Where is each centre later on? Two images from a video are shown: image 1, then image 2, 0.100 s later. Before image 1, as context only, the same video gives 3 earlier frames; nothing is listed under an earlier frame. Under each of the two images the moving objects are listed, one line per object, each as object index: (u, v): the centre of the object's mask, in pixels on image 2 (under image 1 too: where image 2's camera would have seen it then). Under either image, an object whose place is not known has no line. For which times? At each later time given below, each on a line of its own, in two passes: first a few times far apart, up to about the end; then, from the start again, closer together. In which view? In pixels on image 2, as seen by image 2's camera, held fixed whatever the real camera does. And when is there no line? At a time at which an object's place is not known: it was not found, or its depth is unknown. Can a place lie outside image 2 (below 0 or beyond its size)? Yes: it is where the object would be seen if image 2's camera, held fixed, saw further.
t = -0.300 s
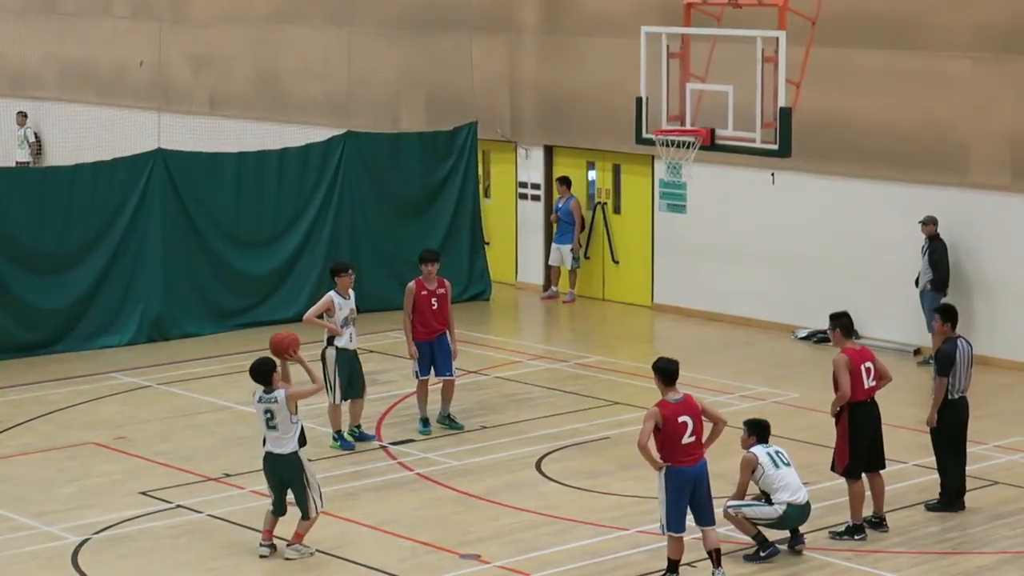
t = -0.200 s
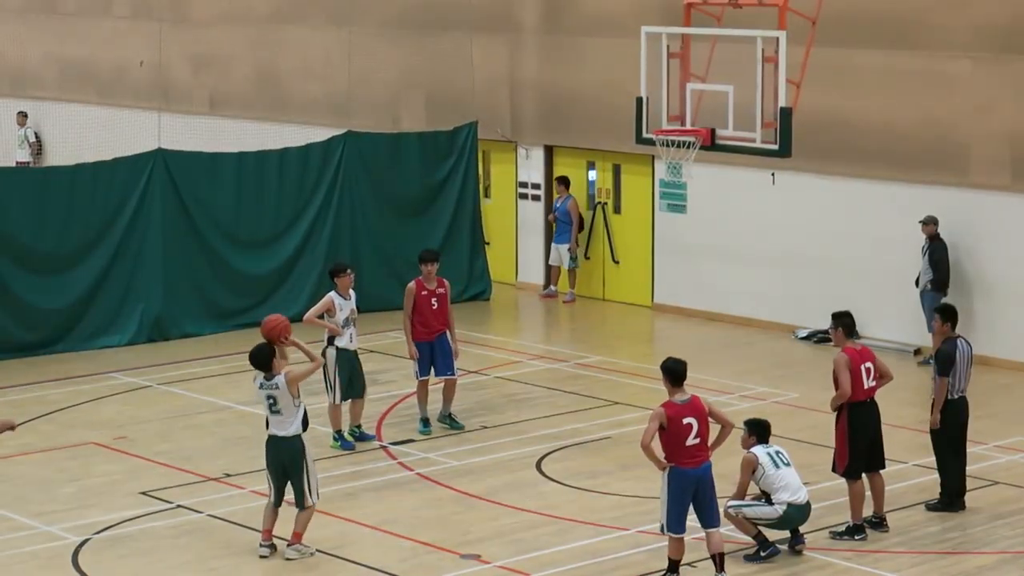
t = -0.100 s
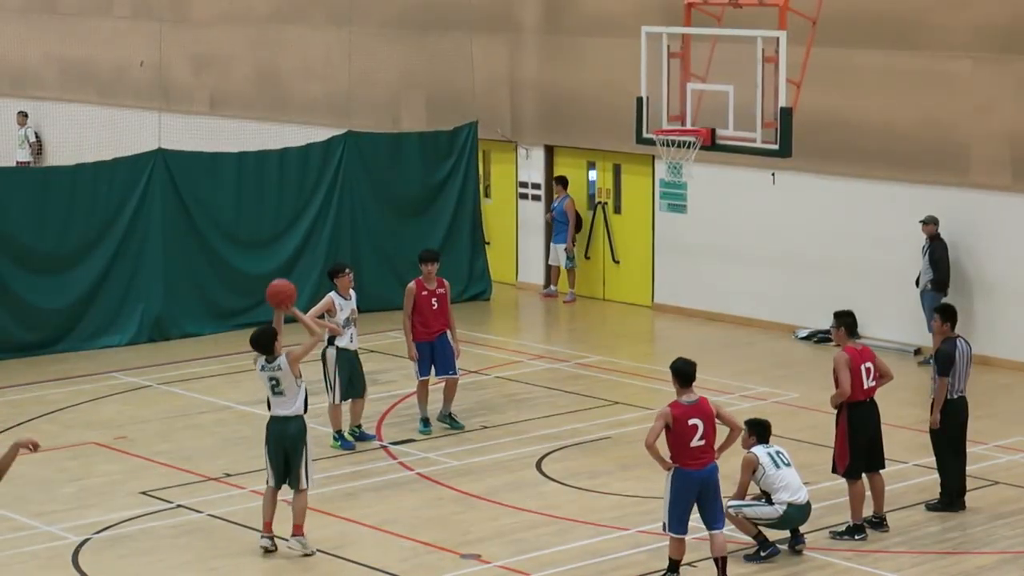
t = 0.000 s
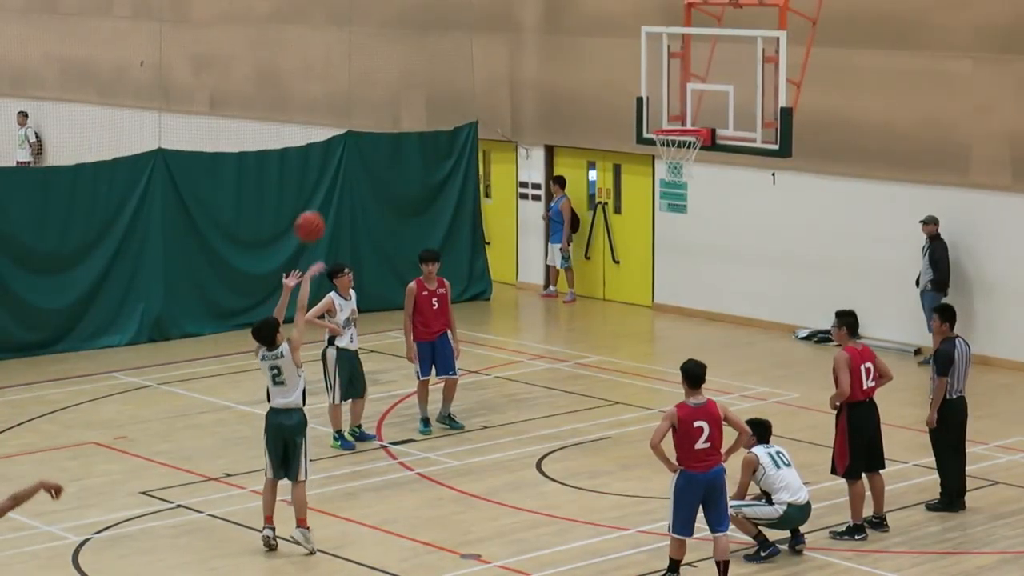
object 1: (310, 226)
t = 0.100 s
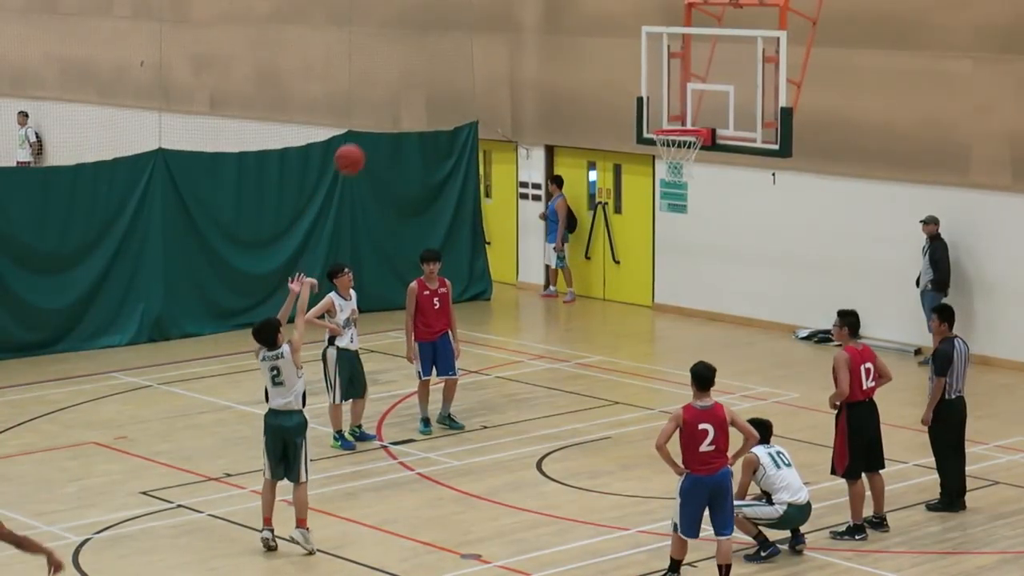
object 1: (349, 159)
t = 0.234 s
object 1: (401, 90)
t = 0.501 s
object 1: (500, 19)
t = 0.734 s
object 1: (580, 25)
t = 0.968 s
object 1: (654, 90)
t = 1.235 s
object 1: (697, 192)
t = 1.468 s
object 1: (701, 309)
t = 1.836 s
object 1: (688, 352)
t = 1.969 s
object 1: (675, 308)
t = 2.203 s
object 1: (650, 264)
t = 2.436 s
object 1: (624, 277)
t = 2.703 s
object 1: (593, 363)
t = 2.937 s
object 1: (573, 448)
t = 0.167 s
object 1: (375, 122)
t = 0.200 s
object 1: (388, 106)
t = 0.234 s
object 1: (401, 90)
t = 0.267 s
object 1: (414, 77)
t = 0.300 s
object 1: (427, 64)
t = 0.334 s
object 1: (439, 53)
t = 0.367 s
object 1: (451, 44)
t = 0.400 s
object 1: (464, 36)
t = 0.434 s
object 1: (476, 29)
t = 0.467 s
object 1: (488, 23)
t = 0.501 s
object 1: (500, 19)
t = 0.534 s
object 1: (511, 16)
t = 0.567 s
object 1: (523, 14)
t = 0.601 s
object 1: (535, 14)
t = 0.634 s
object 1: (546, 15)
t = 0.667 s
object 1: (557, 17)
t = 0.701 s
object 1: (569, 21)
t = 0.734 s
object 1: (580, 25)
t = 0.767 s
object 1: (591, 31)
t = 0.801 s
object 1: (602, 38)
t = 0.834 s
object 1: (612, 46)
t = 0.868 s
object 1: (623, 56)
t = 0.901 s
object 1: (633, 66)
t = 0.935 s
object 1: (644, 77)
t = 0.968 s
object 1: (654, 90)
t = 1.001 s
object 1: (663, 104)
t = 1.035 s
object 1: (674, 118)
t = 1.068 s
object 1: (682, 130)
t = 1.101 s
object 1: (693, 149)
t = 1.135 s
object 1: (694, 159)
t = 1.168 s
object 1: (695, 169)
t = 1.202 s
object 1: (696, 180)
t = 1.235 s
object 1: (697, 192)
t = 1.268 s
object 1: (697, 205)
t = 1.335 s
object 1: (698, 235)
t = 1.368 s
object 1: (699, 252)
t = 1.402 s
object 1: (700, 270)
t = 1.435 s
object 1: (700, 289)
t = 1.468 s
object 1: (701, 309)
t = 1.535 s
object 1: (700, 350)
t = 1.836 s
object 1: (688, 352)
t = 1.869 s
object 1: (685, 344)
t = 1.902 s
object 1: (681, 331)
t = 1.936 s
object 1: (678, 320)
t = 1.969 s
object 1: (675, 308)
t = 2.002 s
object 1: (672, 298)
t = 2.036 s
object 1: (669, 290)
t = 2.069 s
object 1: (665, 282)
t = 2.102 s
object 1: (661, 276)
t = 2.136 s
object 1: (658, 271)
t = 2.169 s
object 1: (654, 267)
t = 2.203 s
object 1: (650, 264)
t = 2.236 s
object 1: (647, 262)
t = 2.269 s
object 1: (643, 262)
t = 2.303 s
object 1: (640, 262)
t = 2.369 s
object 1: (632, 267)
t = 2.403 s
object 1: (628, 271)
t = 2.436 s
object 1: (624, 277)
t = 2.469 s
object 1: (620, 283)
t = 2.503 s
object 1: (617, 291)
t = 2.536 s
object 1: (613, 300)
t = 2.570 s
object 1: (609, 310)
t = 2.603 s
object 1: (605, 322)
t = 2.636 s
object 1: (601, 334)
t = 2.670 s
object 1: (597, 348)
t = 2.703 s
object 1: (593, 363)
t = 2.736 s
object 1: (590, 379)
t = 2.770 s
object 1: (586, 397)
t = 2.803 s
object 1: (582, 415)
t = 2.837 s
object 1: (579, 435)
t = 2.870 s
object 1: (577, 456)
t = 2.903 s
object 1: (575, 463)
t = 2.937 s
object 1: (573, 448)
